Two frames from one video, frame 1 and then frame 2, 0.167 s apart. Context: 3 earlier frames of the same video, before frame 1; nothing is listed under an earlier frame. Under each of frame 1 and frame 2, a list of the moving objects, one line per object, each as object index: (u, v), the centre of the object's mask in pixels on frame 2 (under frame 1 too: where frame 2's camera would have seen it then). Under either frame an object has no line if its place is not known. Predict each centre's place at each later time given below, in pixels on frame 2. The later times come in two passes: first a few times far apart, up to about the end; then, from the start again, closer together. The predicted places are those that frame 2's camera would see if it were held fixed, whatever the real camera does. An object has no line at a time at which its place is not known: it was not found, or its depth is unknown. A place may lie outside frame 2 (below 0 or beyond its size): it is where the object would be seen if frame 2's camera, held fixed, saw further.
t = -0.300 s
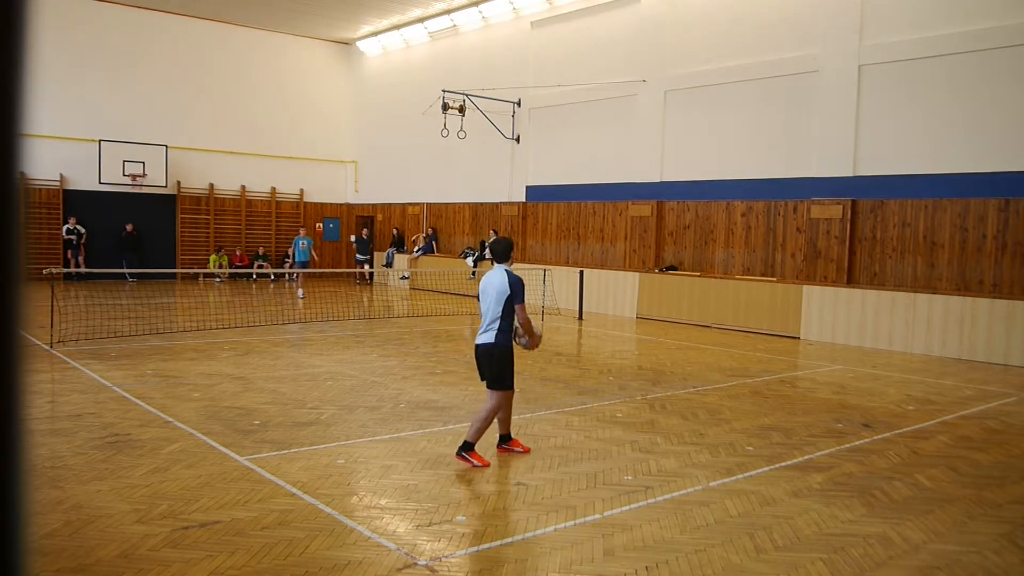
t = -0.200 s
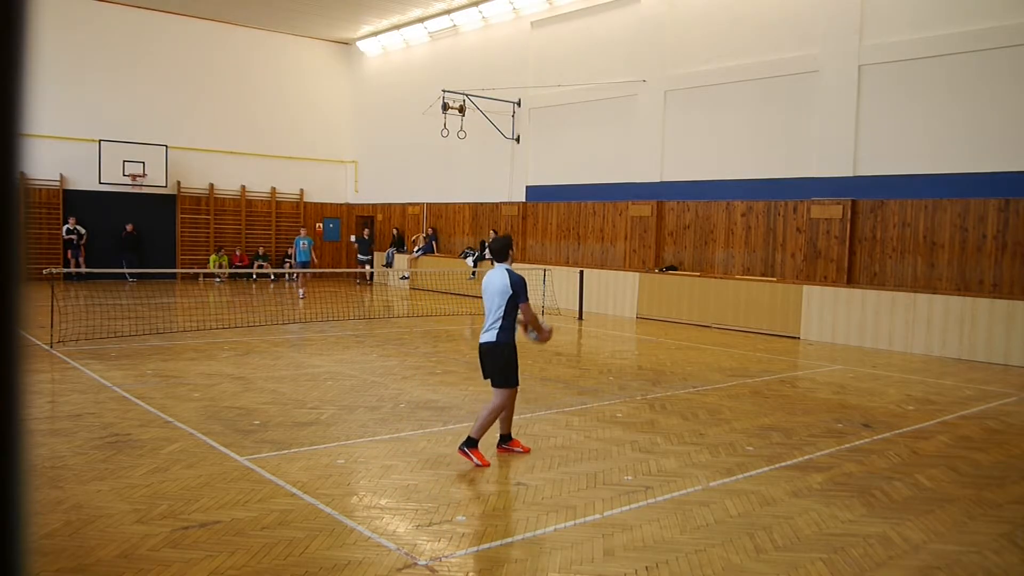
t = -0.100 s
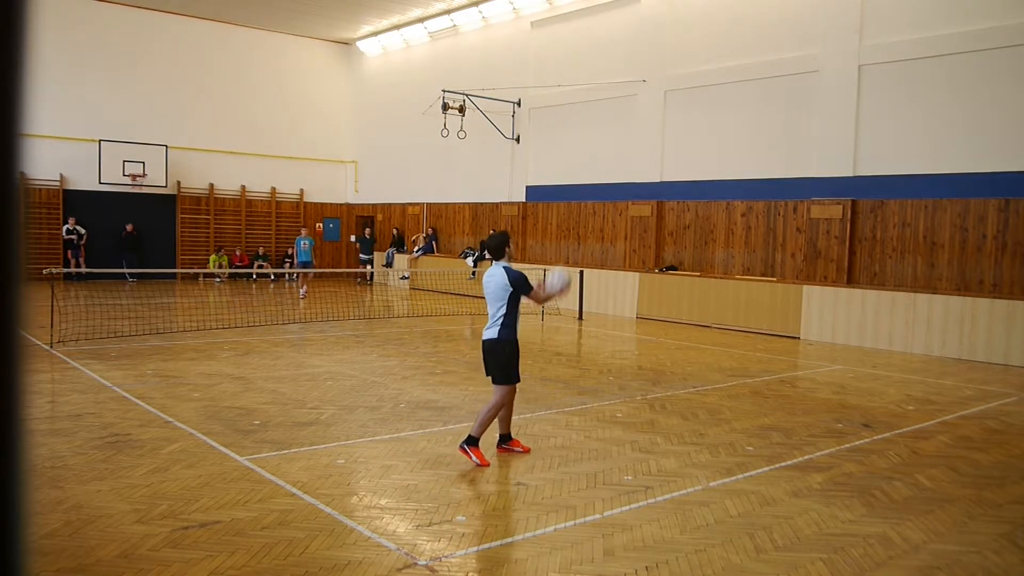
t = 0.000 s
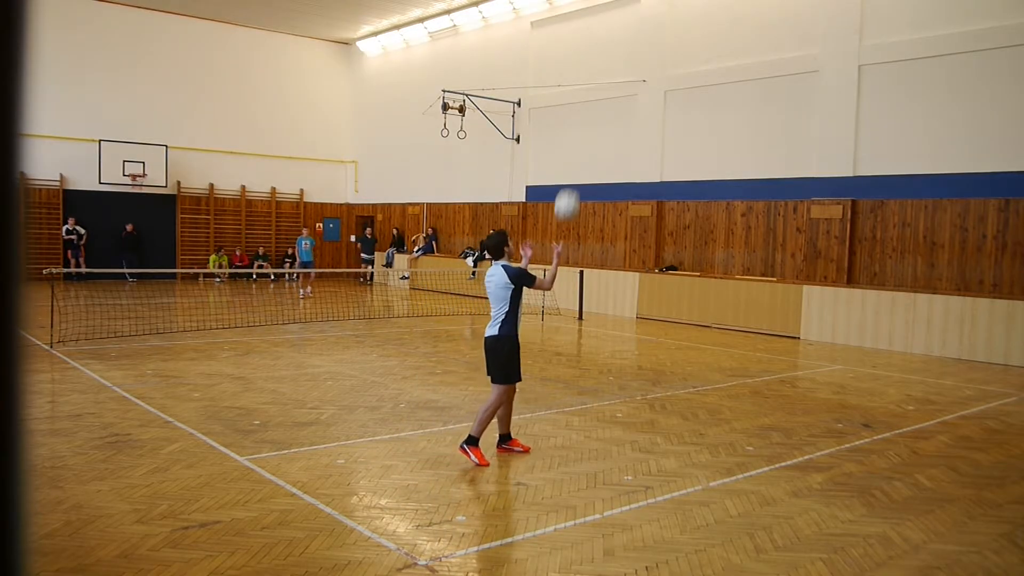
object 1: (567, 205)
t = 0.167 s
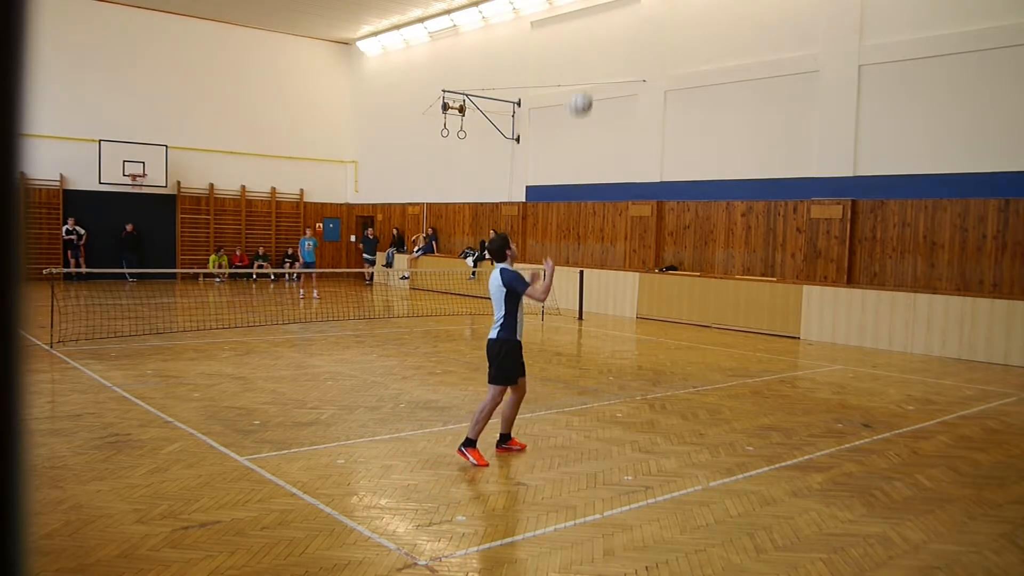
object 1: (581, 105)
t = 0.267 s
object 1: (588, 56)
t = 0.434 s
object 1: (599, 7)
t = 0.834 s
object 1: (622, 8)
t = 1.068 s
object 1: (632, 88)
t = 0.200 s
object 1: (583, 86)
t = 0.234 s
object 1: (586, 71)
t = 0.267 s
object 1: (588, 56)
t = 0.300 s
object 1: (590, 44)
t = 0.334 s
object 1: (592, 31)
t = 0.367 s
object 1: (595, 21)
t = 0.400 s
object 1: (597, 12)
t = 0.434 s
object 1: (599, 7)
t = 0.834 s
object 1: (622, 8)
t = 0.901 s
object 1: (625, 24)
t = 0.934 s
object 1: (626, 35)
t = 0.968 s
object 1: (628, 46)
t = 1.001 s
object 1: (629, 59)
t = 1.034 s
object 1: (631, 73)
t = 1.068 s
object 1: (632, 88)
